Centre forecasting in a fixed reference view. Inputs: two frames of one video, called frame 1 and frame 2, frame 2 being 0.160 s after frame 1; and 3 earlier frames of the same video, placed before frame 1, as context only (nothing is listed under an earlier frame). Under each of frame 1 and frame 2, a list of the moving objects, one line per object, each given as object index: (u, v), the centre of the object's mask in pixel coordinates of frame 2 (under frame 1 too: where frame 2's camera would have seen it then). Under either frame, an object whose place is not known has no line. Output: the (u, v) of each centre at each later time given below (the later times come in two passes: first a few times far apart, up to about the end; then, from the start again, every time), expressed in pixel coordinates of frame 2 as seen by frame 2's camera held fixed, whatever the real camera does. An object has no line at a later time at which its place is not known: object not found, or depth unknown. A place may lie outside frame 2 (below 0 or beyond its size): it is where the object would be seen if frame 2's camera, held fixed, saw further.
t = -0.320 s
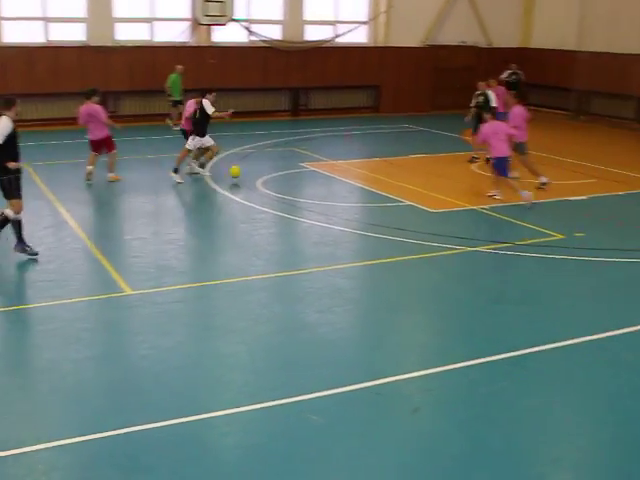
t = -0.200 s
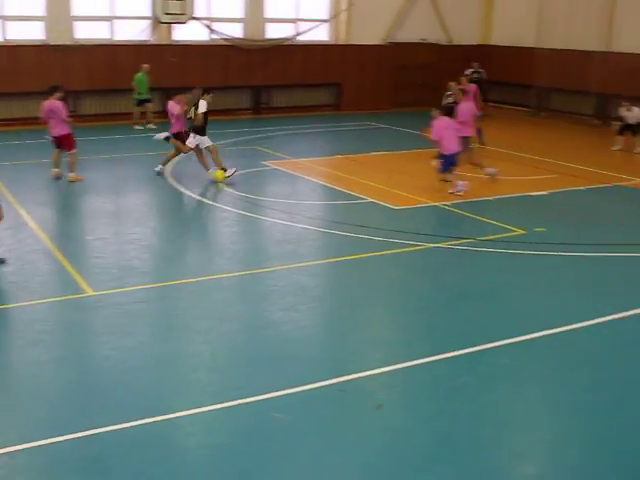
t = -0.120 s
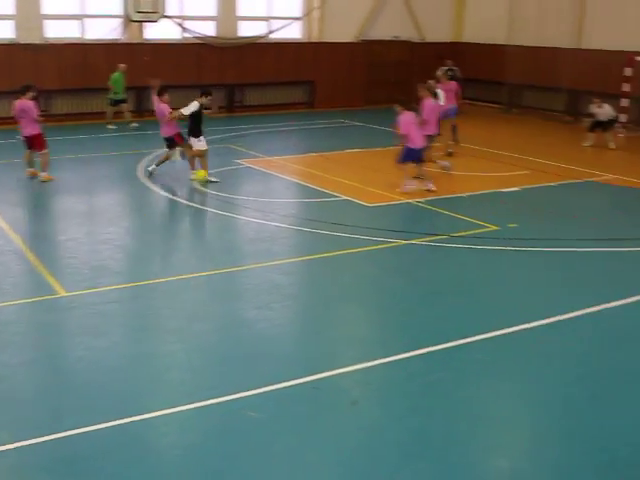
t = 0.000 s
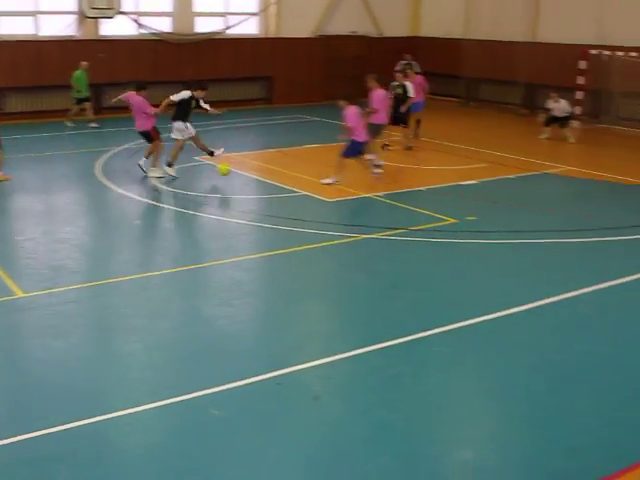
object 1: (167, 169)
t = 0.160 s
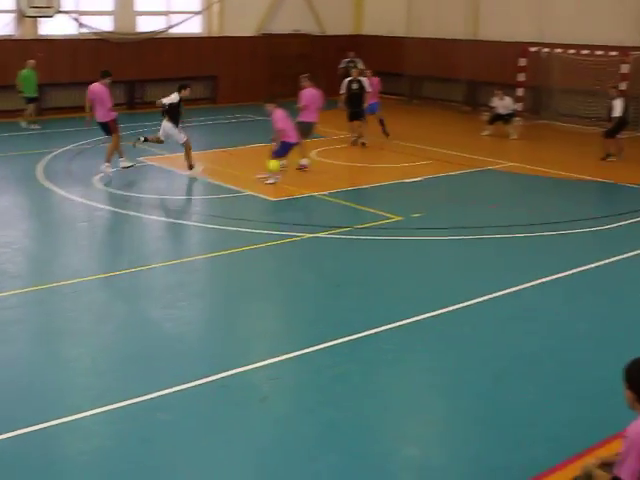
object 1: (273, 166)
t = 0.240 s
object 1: (327, 170)
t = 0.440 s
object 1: (468, 206)
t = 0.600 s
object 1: (564, 195)
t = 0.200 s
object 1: (300, 166)
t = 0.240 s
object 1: (327, 170)
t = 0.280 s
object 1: (355, 175)
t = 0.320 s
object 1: (382, 180)
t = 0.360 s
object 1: (411, 187)
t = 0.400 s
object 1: (439, 195)
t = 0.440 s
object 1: (468, 206)
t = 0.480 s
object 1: (492, 203)
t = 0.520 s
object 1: (515, 199)
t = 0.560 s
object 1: (539, 196)
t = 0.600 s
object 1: (564, 195)
